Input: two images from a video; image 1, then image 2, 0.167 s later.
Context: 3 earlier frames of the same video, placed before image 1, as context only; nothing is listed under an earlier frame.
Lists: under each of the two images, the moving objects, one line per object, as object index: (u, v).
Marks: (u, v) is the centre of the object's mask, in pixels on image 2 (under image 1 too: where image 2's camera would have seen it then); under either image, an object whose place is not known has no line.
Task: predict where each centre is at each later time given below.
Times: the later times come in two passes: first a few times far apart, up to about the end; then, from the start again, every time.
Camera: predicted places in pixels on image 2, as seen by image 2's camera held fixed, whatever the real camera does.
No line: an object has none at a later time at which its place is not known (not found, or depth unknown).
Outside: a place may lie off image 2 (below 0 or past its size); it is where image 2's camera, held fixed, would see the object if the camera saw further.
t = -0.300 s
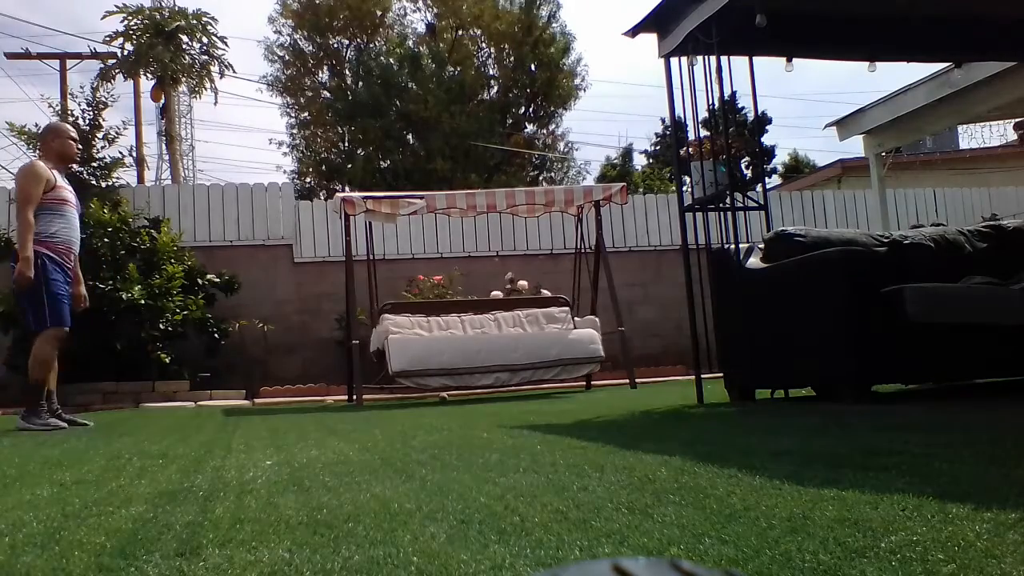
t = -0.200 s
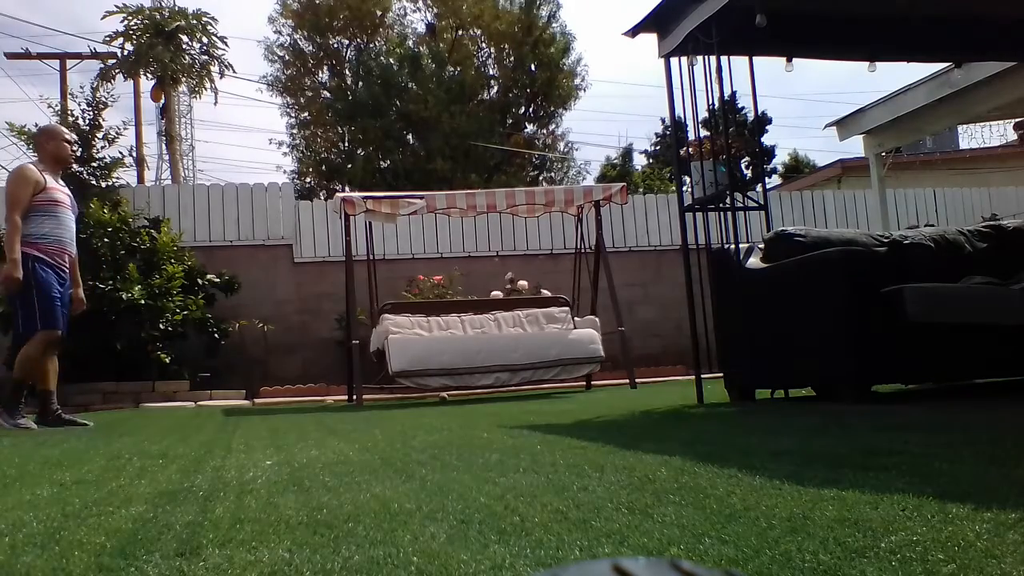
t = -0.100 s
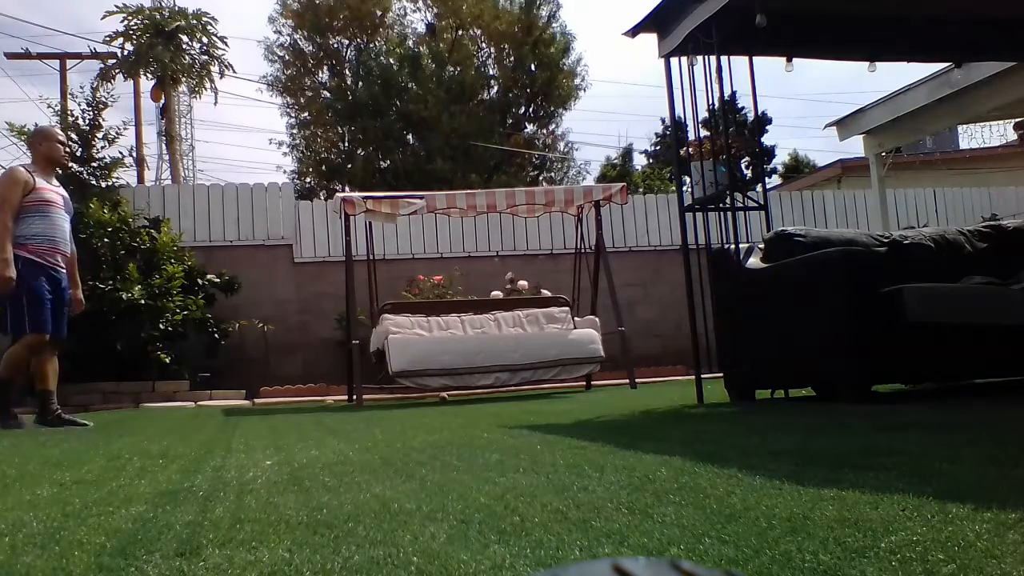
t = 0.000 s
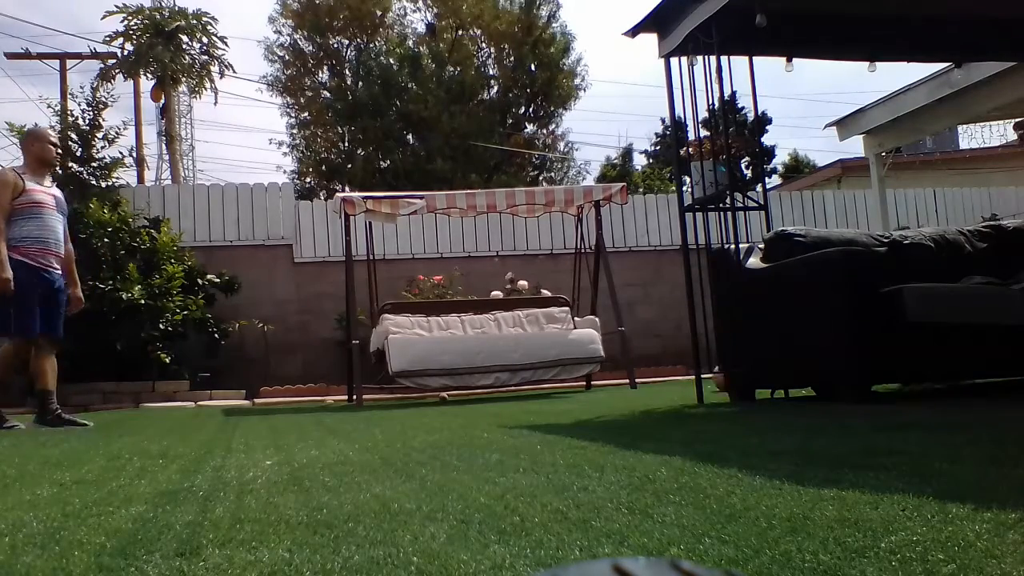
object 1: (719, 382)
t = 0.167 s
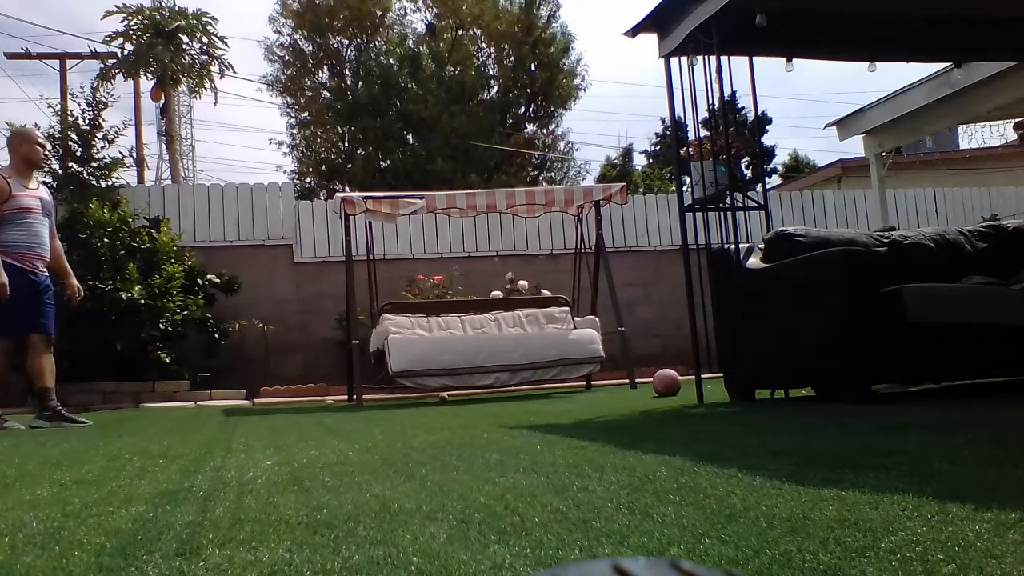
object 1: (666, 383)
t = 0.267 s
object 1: (634, 384)
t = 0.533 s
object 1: (559, 387)
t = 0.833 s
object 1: (486, 391)
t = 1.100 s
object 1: (429, 395)
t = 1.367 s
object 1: (378, 398)
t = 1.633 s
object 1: (337, 400)
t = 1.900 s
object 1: (305, 400)
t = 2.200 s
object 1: (280, 402)
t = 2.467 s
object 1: (269, 402)
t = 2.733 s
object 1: (268, 403)
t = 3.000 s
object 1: (270, 403)
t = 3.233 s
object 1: (271, 402)
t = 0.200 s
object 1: (655, 383)
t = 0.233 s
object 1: (645, 384)
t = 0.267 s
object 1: (634, 384)
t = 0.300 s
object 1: (624, 385)
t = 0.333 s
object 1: (615, 385)
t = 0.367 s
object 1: (606, 385)
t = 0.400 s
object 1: (596, 385)
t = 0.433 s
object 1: (587, 386)
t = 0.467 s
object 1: (578, 387)
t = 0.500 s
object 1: (568, 388)
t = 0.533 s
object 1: (559, 387)
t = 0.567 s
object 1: (550, 387)
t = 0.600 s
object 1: (542, 388)
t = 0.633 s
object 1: (534, 390)
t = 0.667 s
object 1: (526, 389)
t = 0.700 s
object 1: (518, 389)
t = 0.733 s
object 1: (510, 390)
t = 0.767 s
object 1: (503, 390)
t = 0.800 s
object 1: (494, 391)
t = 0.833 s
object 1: (486, 391)
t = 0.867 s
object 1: (478, 392)
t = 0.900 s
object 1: (471, 392)
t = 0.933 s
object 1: (463, 393)
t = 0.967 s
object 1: (455, 393)
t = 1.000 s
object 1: (449, 394)
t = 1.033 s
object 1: (442, 394)
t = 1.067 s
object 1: (435, 395)
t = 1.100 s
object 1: (429, 395)
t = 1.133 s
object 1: (422, 395)
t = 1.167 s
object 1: (416, 396)
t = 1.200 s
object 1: (410, 396)
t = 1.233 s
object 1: (403, 397)
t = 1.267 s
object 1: (397, 397)
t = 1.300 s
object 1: (390, 397)
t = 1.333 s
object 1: (384, 398)
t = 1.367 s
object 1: (378, 398)
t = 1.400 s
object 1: (372, 398)
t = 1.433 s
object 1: (367, 398)
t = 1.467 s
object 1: (361, 399)
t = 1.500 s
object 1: (357, 399)
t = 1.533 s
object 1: (351, 400)
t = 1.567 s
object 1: (347, 400)
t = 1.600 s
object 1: (342, 400)
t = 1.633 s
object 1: (337, 400)
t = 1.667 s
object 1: (333, 400)
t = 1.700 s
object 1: (329, 399)
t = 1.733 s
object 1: (325, 399)
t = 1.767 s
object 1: (320, 400)
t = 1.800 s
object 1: (317, 400)
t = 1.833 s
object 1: (312, 400)
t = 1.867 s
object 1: (309, 400)
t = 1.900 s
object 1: (305, 400)
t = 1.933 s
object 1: (302, 401)
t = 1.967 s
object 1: (298, 401)
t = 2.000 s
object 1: (295, 401)
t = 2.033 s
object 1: (292, 401)
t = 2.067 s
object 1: (289, 401)
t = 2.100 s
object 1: (286, 401)
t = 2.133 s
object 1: (284, 401)
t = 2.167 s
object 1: (282, 401)
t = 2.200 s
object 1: (280, 402)
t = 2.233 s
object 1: (278, 402)
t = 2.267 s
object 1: (276, 402)
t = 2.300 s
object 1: (274, 402)
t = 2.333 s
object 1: (273, 402)
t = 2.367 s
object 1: (271, 402)
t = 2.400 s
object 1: (270, 402)
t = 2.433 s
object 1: (269, 402)
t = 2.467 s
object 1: (269, 402)
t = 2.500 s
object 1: (268, 402)
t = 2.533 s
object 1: (268, 402)
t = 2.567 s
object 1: (267, 403)
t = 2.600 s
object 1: (267, 403)
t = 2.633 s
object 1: (268, 403)
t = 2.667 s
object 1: (268, 403)
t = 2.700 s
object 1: (268, 403)
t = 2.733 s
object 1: (268, 403)
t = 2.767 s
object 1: (268, 403)
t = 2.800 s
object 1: (268, 403)
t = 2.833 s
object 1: (269, 403)
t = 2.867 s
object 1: (269, 403)
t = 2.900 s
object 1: (269, 403)
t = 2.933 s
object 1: (269, 403)
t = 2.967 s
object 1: (270, 403)
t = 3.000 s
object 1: (270, 403)
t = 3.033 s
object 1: (271, 403)
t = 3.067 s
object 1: (271, 403)
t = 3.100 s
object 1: (271, 403)
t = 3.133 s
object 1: (271, 403)
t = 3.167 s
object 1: (271, 403)
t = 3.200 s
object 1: (271, 403)
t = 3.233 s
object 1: (271, 402)
